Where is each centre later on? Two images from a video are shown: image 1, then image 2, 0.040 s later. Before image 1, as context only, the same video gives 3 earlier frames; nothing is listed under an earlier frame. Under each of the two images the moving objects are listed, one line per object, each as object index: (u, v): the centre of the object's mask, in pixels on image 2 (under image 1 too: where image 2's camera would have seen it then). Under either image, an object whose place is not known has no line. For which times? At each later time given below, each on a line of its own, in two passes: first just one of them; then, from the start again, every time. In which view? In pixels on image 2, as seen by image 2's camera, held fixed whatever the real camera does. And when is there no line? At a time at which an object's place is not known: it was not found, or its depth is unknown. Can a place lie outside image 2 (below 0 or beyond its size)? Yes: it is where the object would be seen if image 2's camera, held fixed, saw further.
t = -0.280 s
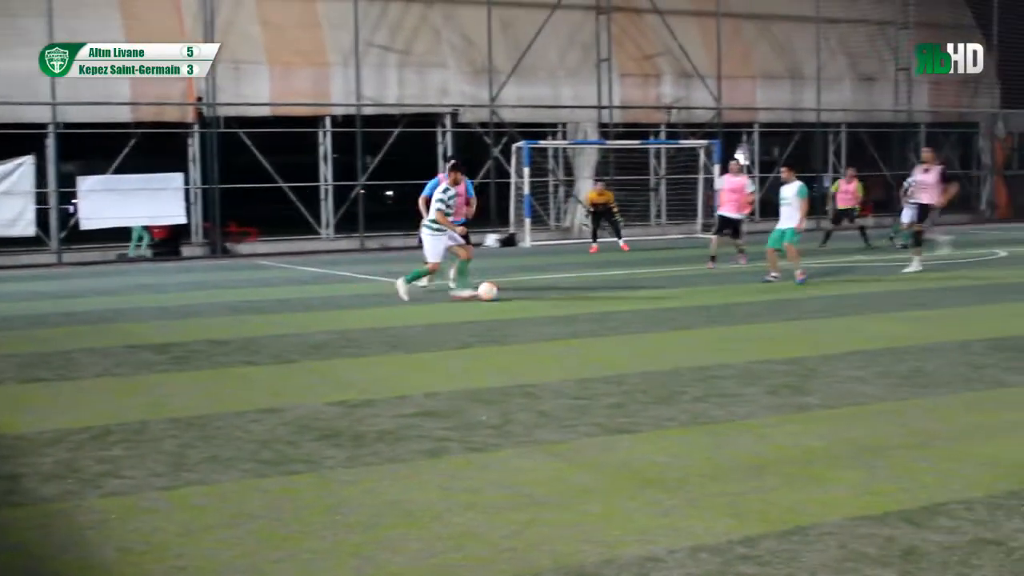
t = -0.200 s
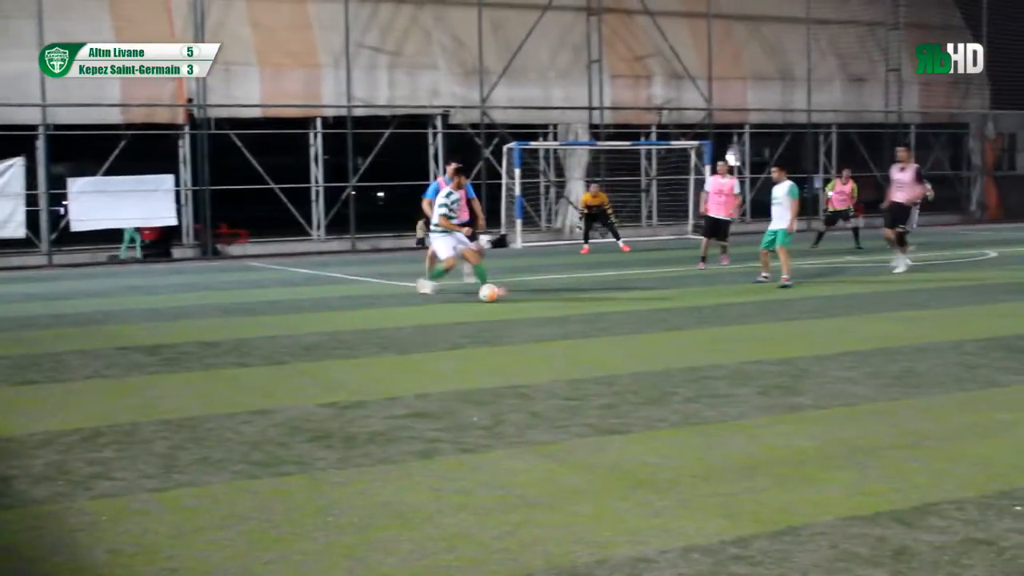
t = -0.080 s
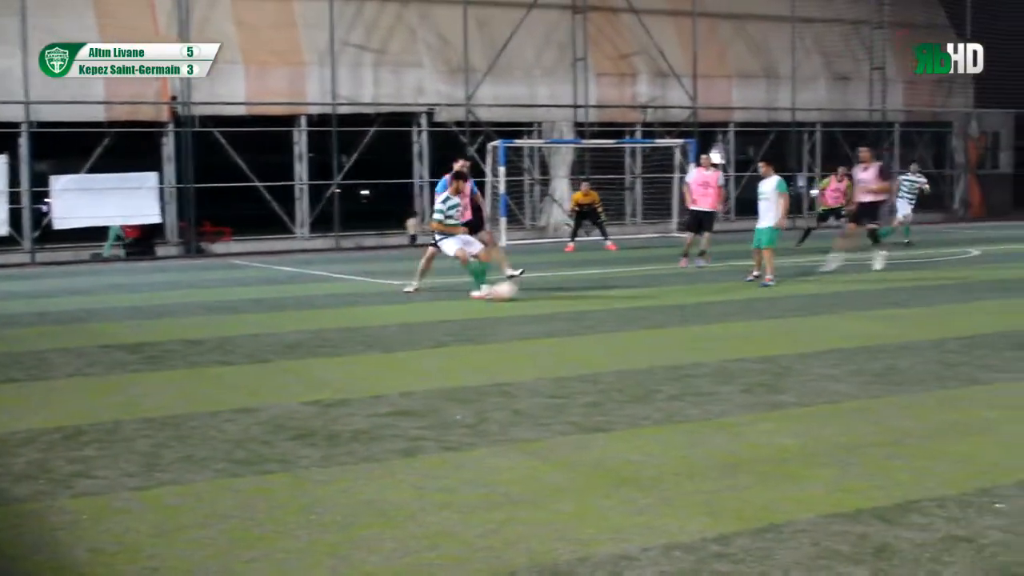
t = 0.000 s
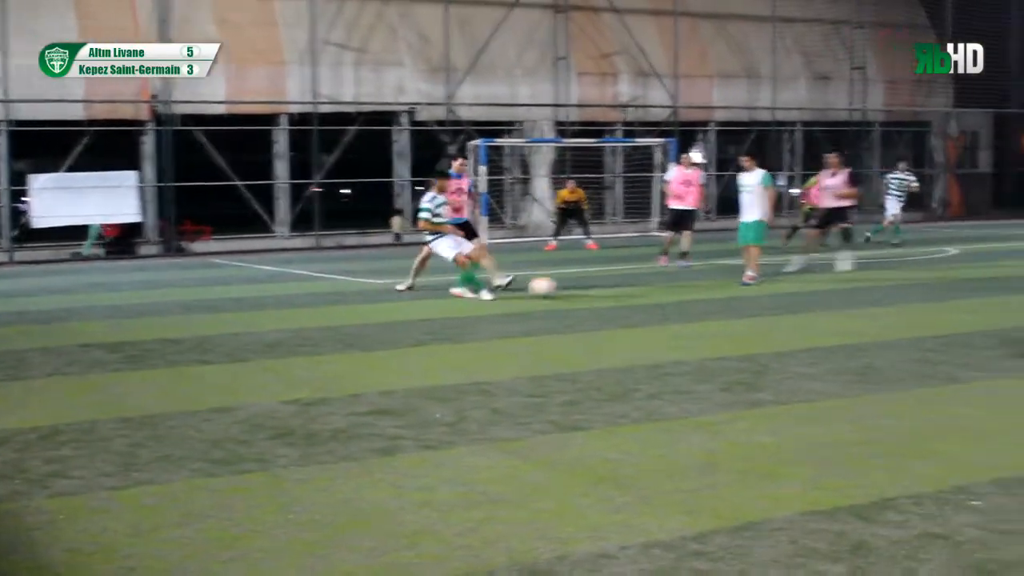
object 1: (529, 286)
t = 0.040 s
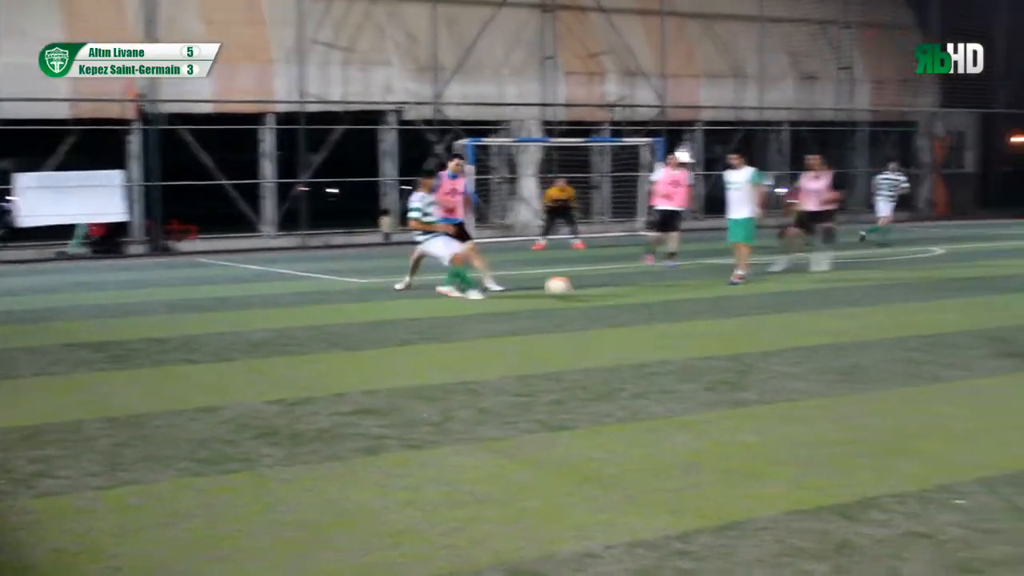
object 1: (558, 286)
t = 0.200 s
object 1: (669, 289)
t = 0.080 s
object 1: (587, 288)
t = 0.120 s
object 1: (617, 291)
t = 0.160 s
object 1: (643, 290)
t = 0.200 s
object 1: (669, 289)
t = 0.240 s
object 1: (695, 289)
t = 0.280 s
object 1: (722, 290)
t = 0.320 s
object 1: (749, 293)
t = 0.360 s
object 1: (773, 292)
